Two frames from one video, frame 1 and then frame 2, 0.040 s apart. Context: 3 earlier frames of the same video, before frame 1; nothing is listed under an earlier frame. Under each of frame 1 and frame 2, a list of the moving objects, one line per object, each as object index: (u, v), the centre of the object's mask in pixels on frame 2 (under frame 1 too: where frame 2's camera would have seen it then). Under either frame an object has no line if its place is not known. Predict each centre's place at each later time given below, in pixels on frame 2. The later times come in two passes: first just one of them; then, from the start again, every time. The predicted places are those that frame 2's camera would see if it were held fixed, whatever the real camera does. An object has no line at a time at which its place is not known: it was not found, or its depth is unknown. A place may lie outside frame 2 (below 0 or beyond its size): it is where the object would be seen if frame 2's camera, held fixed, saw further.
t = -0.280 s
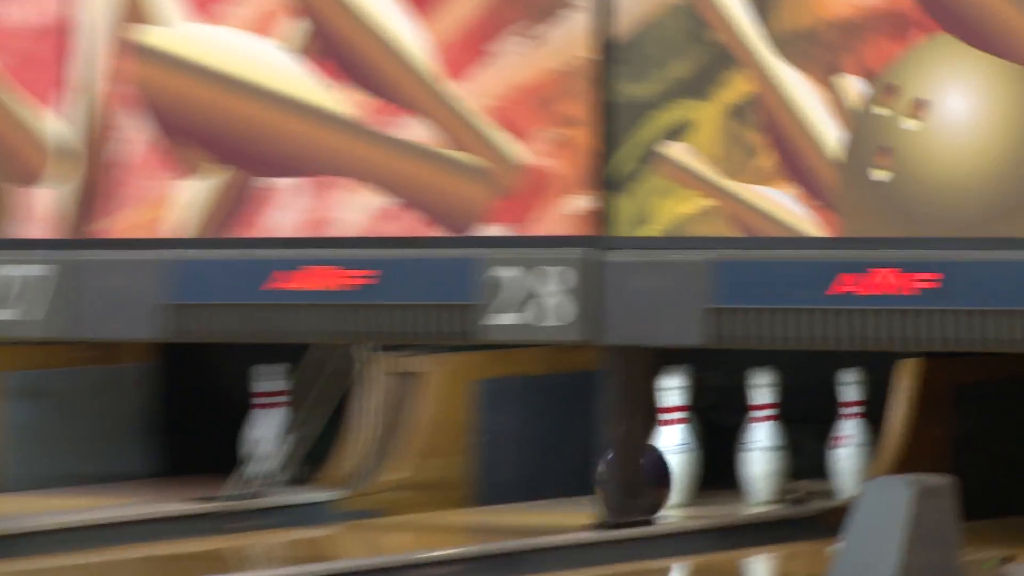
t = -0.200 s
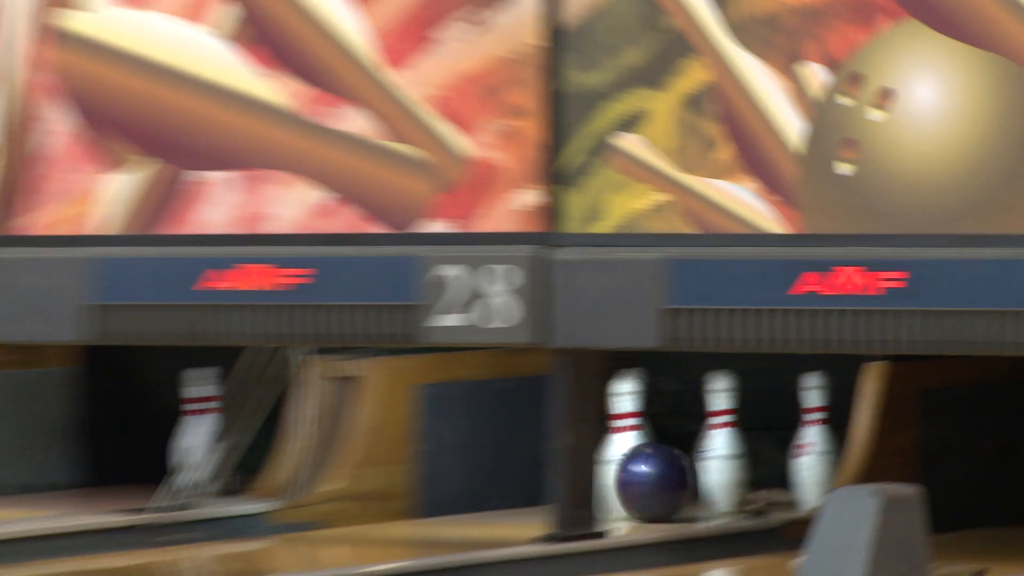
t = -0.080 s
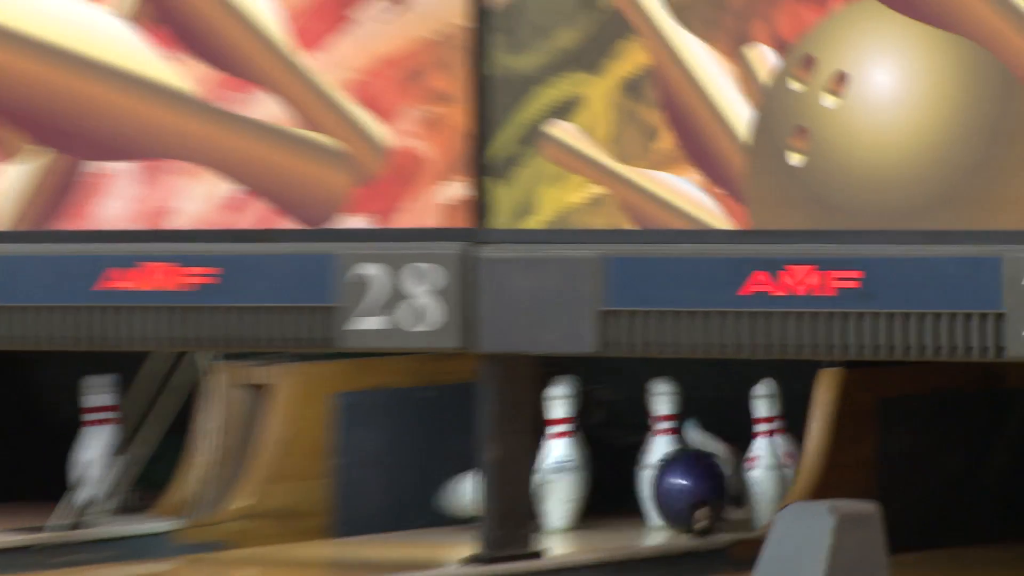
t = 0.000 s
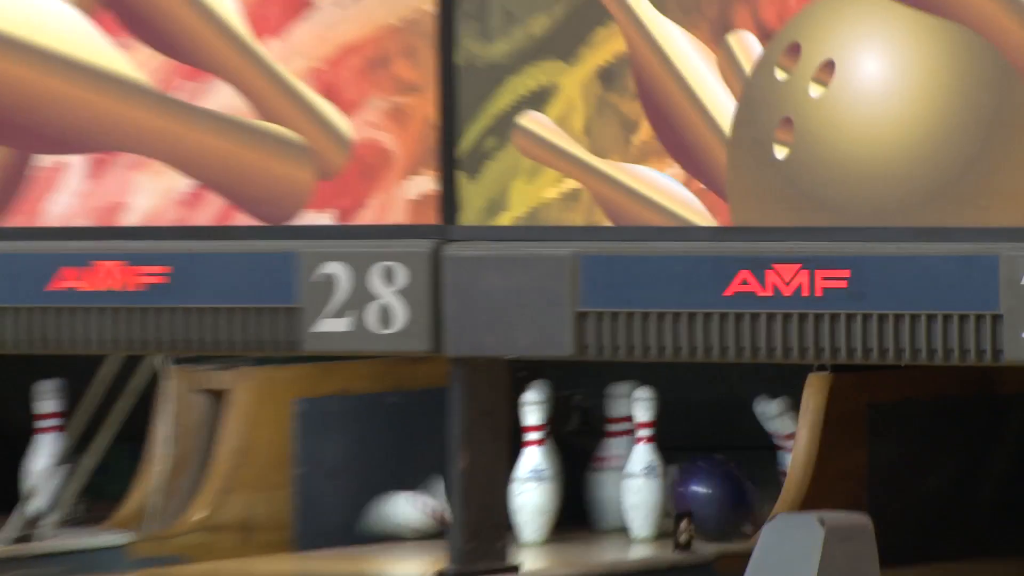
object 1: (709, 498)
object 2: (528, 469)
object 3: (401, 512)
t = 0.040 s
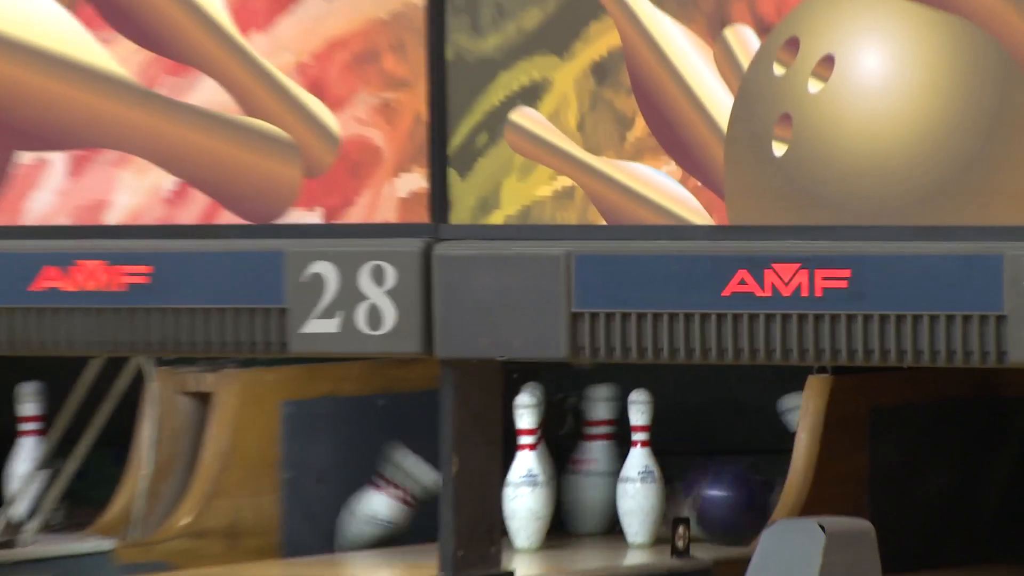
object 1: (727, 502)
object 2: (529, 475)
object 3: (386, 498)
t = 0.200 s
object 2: (527, 488)
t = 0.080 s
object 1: (748, 497)
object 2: (528, 479)
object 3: (364, 484)
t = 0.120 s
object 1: (762, 499)
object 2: (527, 485)
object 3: (373, 486)
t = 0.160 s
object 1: (774, 495)
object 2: (527, 487)
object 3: (401, 502)
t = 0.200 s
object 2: (527, 488)
